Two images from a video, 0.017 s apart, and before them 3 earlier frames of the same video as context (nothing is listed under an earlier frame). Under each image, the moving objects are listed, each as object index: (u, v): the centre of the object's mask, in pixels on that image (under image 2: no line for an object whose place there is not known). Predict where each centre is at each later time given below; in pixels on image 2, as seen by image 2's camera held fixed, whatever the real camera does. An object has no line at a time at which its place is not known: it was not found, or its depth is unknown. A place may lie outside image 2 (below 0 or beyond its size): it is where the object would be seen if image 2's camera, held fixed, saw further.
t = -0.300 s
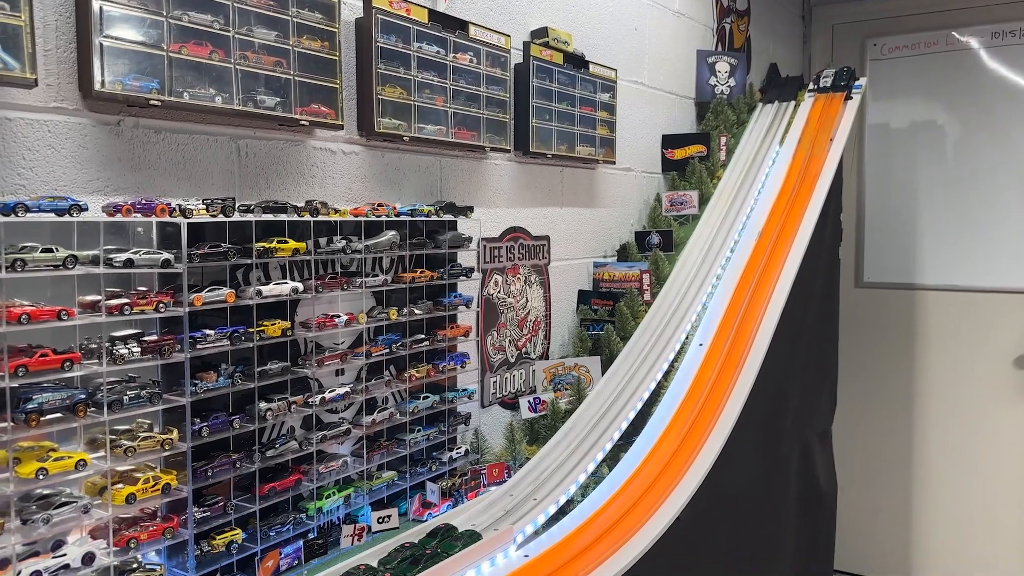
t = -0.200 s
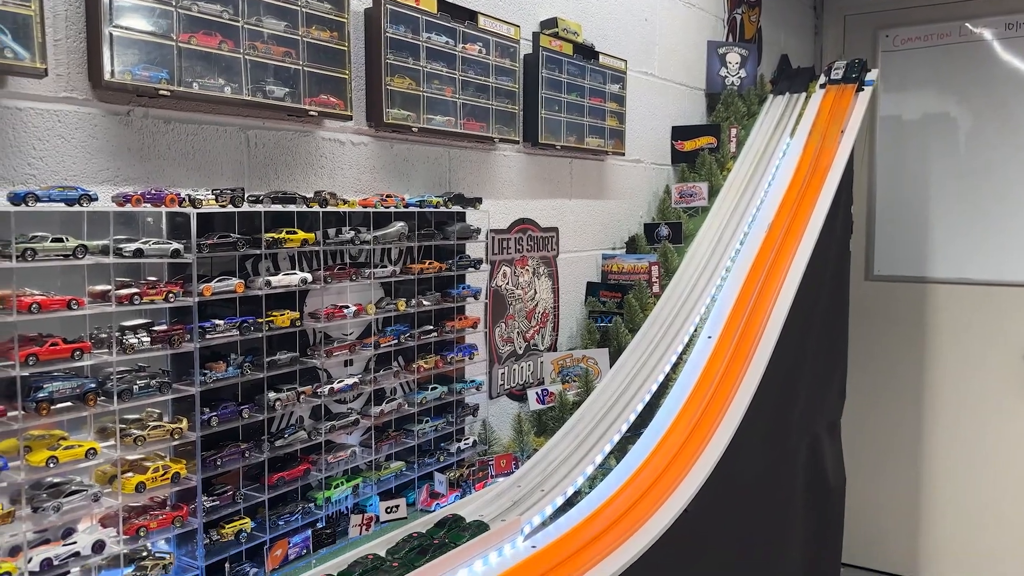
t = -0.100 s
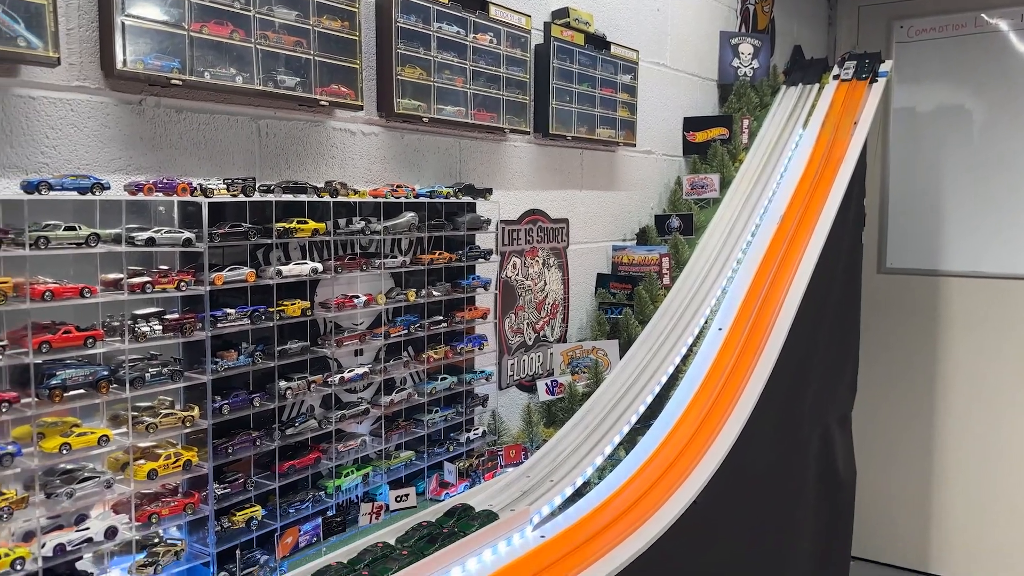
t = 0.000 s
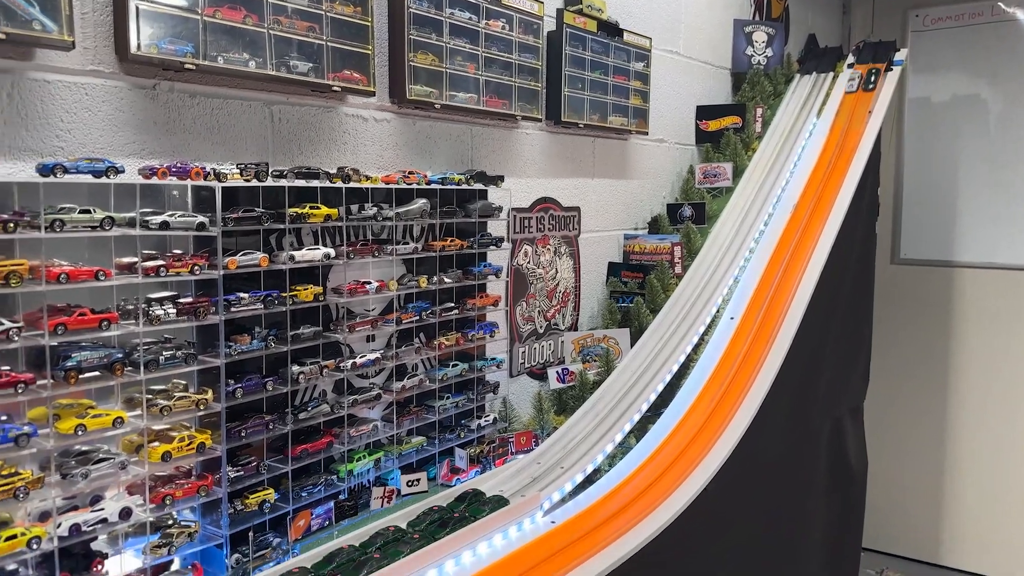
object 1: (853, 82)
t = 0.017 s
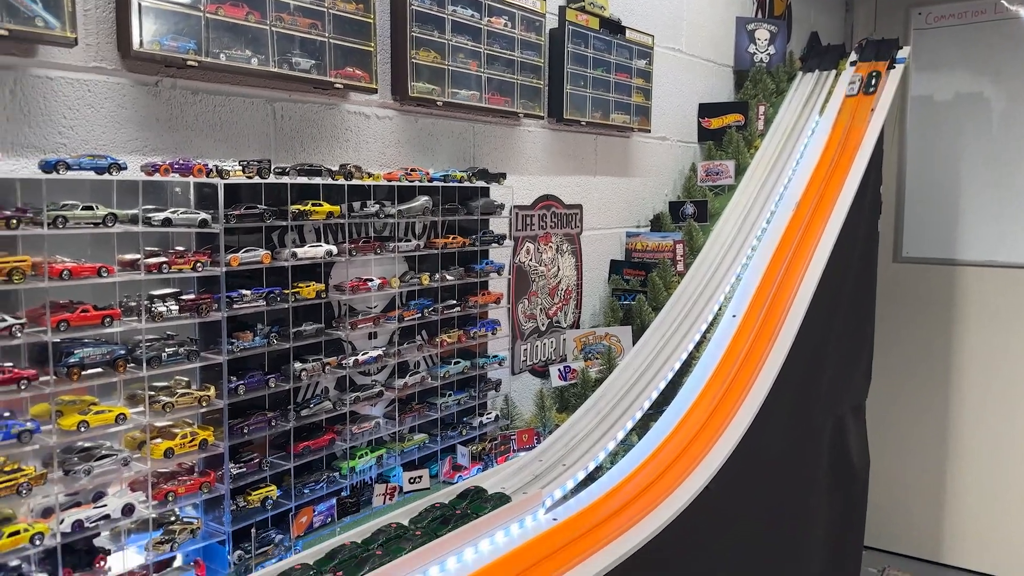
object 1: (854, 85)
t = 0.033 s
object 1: (851, 91)
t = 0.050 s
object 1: (849, 98)
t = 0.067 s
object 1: (846, 105)
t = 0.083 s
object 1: (843, 112)
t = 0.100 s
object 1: (840, 121)
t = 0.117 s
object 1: (837, 129)
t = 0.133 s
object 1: (833, 138)
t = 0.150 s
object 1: (830, 148)
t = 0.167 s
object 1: (825, 158)
